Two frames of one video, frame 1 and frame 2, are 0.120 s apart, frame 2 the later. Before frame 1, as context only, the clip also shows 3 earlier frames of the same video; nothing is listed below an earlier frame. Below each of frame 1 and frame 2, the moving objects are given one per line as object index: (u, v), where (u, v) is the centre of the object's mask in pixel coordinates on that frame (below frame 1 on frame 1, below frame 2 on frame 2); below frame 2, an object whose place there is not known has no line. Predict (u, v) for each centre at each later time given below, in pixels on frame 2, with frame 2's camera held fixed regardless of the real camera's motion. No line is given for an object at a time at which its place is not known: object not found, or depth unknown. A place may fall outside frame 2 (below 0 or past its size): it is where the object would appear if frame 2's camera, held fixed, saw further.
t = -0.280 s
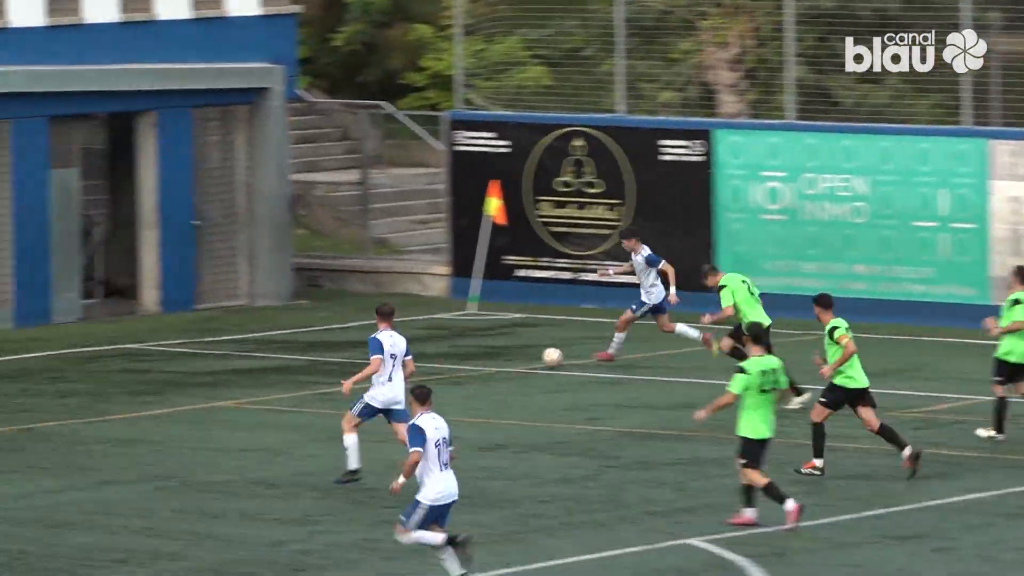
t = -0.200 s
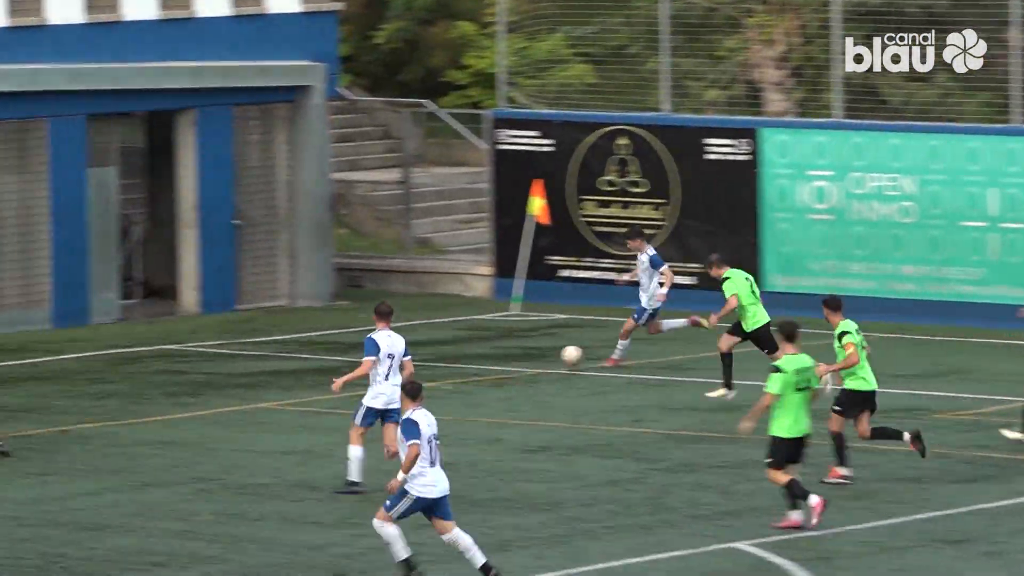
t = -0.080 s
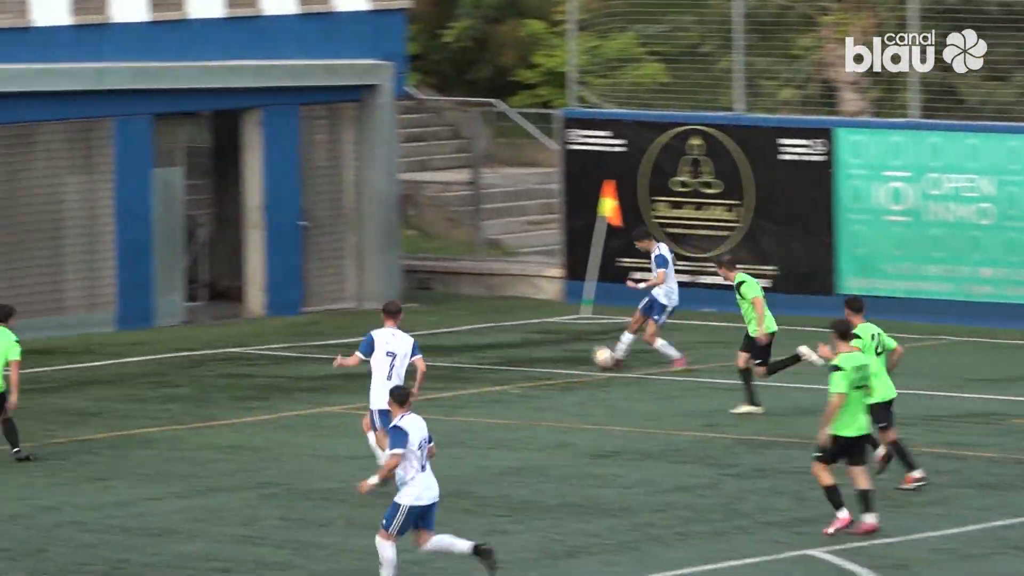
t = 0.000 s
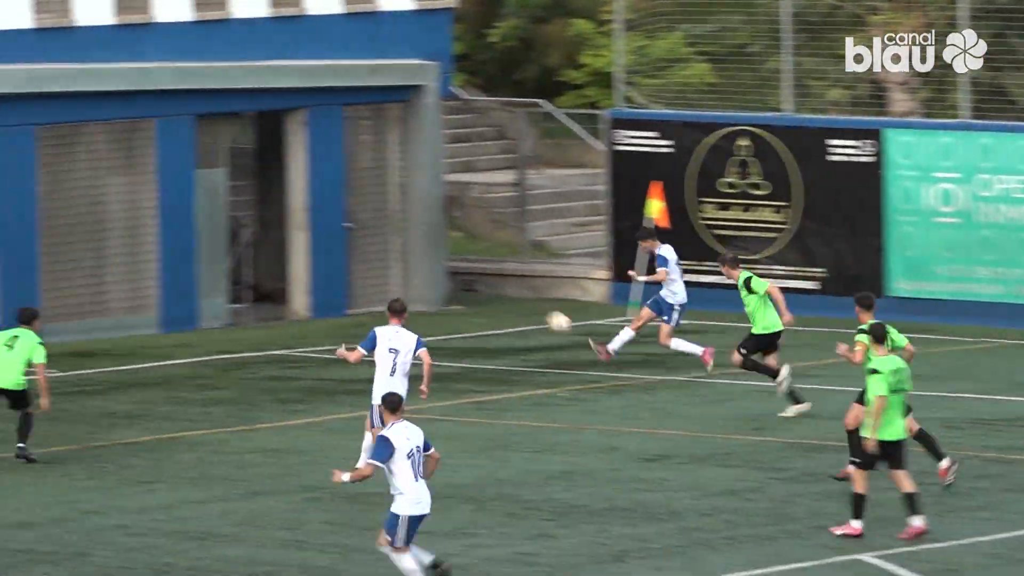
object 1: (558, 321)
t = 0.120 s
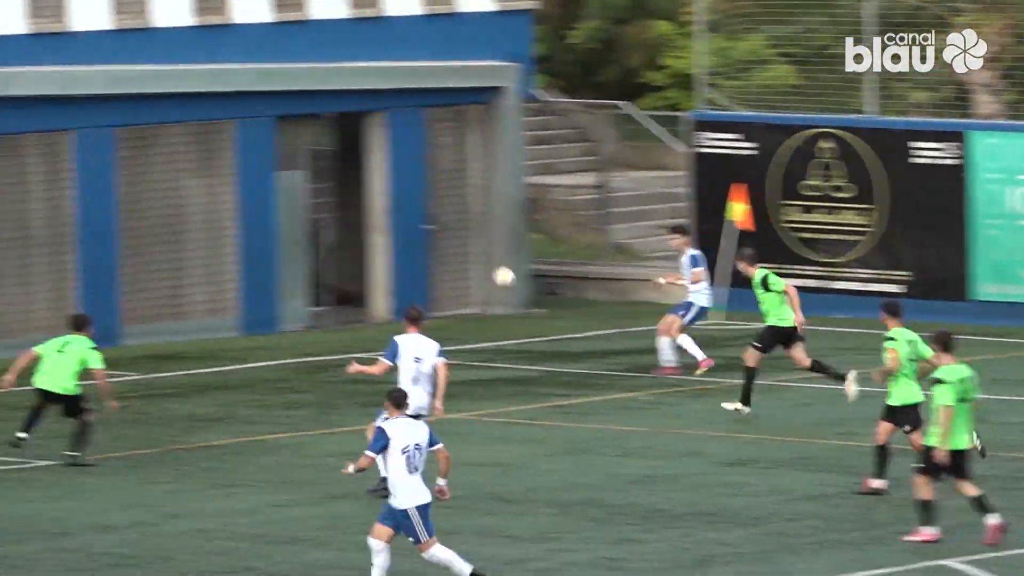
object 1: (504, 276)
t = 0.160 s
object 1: (462, 262)
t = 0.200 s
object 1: (421, 249)
